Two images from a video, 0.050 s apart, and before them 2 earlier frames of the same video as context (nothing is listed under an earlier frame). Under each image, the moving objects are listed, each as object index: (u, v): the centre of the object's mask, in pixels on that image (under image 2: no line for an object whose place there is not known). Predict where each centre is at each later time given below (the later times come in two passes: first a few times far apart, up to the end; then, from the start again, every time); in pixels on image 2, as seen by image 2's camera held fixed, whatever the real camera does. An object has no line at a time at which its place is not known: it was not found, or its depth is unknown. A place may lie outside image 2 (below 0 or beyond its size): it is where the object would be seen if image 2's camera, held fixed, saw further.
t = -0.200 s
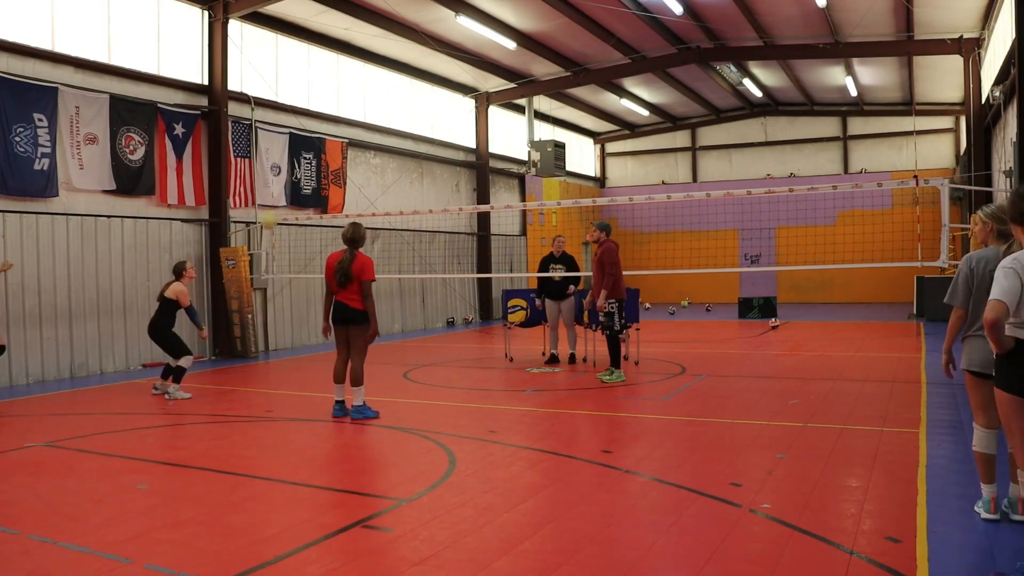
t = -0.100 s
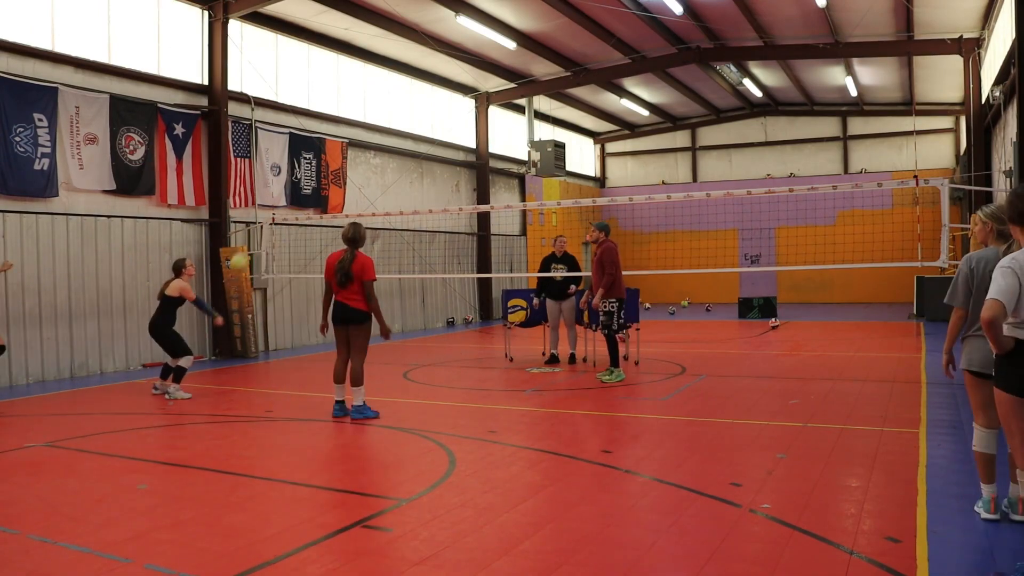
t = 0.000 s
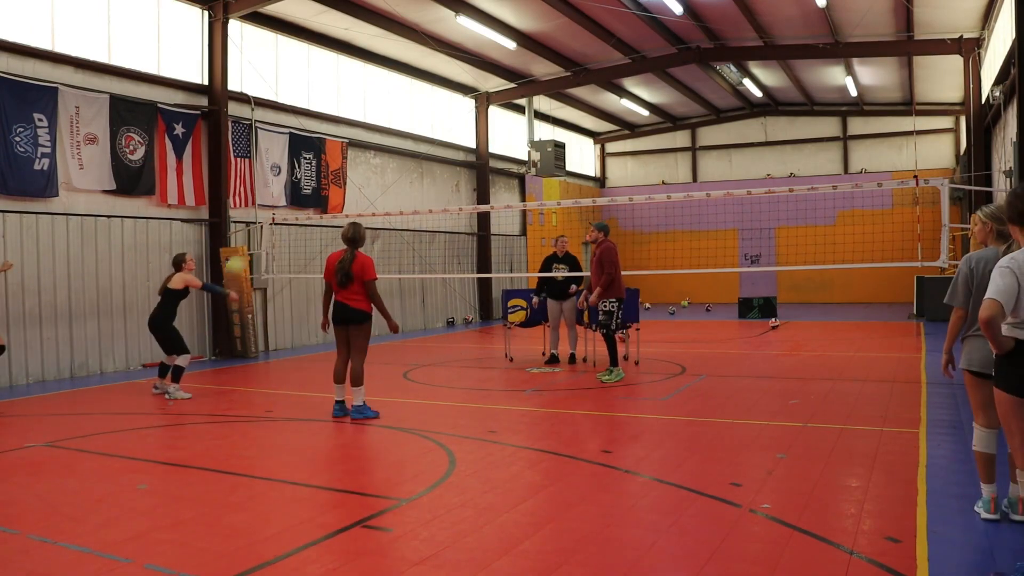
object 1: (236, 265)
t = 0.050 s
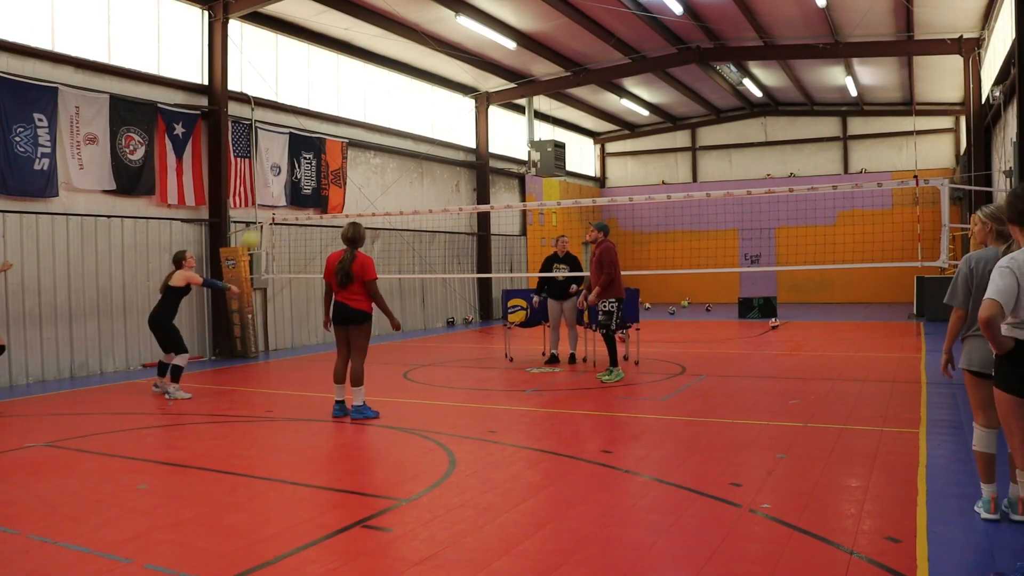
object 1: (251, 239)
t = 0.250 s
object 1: (313, 155)
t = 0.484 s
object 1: (383, 105)
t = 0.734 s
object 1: (455, 102)
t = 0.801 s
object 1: (475, 110)
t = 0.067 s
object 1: (256, 231)
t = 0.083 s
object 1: (261, 223)
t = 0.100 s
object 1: (266, 215)
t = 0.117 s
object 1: (272, 207)
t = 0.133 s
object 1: (276, 200)
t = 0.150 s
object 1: (283, 193)
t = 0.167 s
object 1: (288, 186)
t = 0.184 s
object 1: (292, 179)
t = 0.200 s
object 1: (297, 173)
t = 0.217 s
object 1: (302, 166)
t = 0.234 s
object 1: (308, 160)
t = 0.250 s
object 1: (313, 155)
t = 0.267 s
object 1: (318, 150)
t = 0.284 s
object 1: (322, 145)
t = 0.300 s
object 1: (327, 141)
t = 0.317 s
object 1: (332, 136)
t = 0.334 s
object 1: (339, 131)
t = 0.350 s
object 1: (343, 128)
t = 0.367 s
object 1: (348, 125)
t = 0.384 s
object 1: (352, 121)
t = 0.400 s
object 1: (358, 118)
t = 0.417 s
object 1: (363, 115)
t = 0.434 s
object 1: (368, 112)
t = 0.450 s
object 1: (373, 109)
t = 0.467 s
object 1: (378, 107)
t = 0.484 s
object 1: (383, 105)
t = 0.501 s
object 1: (388, 103)
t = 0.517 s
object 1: (393, 102)
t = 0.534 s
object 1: (397, 100)
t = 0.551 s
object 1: (402, 99)
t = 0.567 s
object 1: (407, 98)
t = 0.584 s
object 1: (412, 98)
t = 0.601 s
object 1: (417, 97)
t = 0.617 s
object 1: (422, 97)
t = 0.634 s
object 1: (426, 97)
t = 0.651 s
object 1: (431, 97)
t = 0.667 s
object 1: (436, 98)
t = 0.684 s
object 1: (441, 98)
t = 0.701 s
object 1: (445, 99)
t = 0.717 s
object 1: (450, 101)
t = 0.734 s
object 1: (455, 102)
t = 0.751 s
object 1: (459, 103)
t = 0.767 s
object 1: (464, 105)
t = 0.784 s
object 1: (470, 107)
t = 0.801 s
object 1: (475, 110)
